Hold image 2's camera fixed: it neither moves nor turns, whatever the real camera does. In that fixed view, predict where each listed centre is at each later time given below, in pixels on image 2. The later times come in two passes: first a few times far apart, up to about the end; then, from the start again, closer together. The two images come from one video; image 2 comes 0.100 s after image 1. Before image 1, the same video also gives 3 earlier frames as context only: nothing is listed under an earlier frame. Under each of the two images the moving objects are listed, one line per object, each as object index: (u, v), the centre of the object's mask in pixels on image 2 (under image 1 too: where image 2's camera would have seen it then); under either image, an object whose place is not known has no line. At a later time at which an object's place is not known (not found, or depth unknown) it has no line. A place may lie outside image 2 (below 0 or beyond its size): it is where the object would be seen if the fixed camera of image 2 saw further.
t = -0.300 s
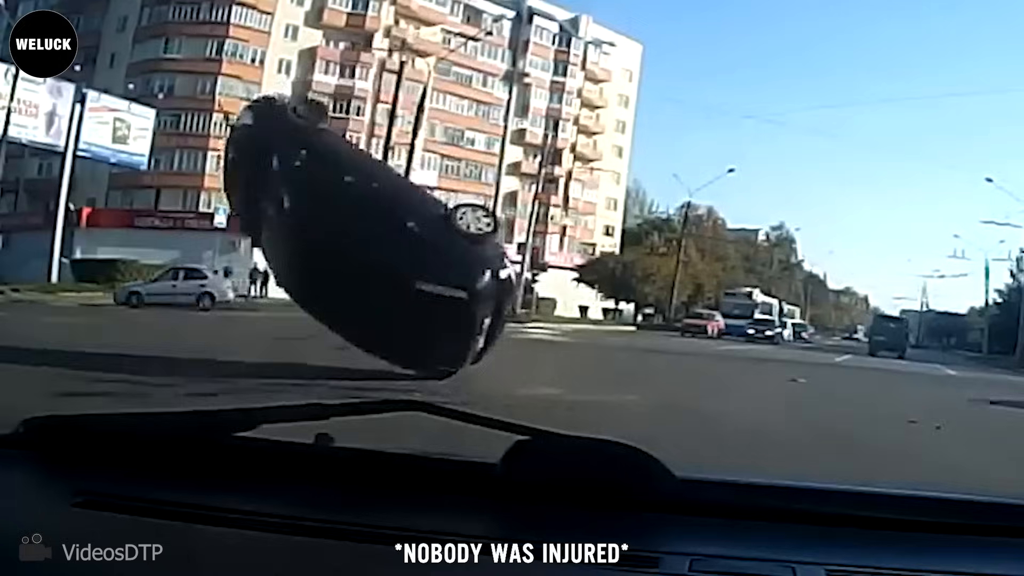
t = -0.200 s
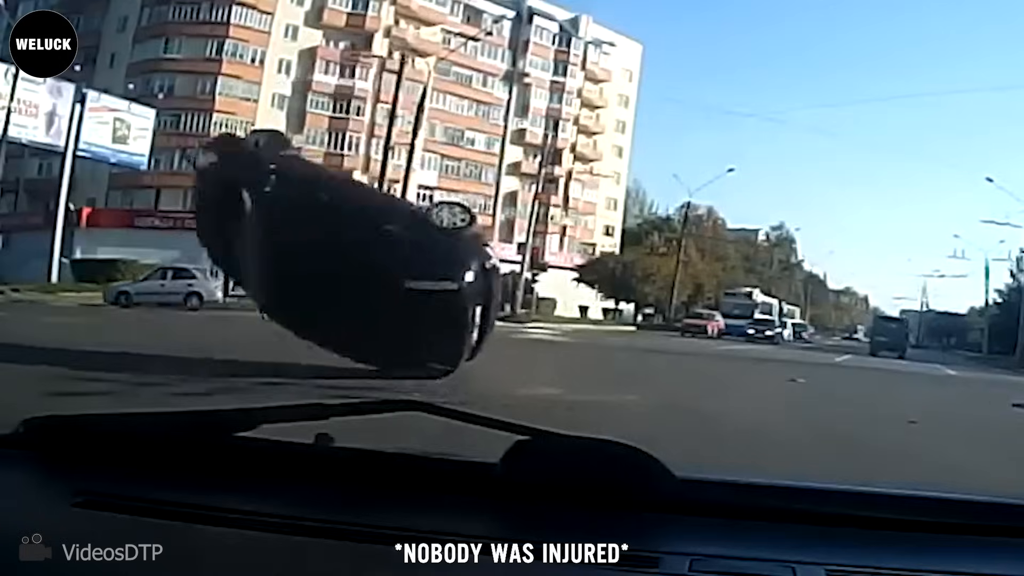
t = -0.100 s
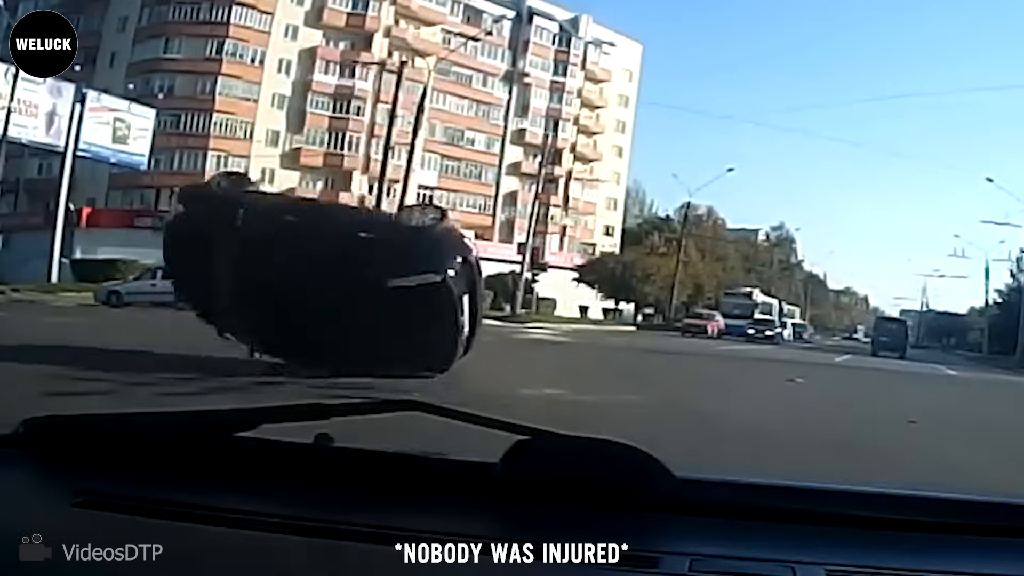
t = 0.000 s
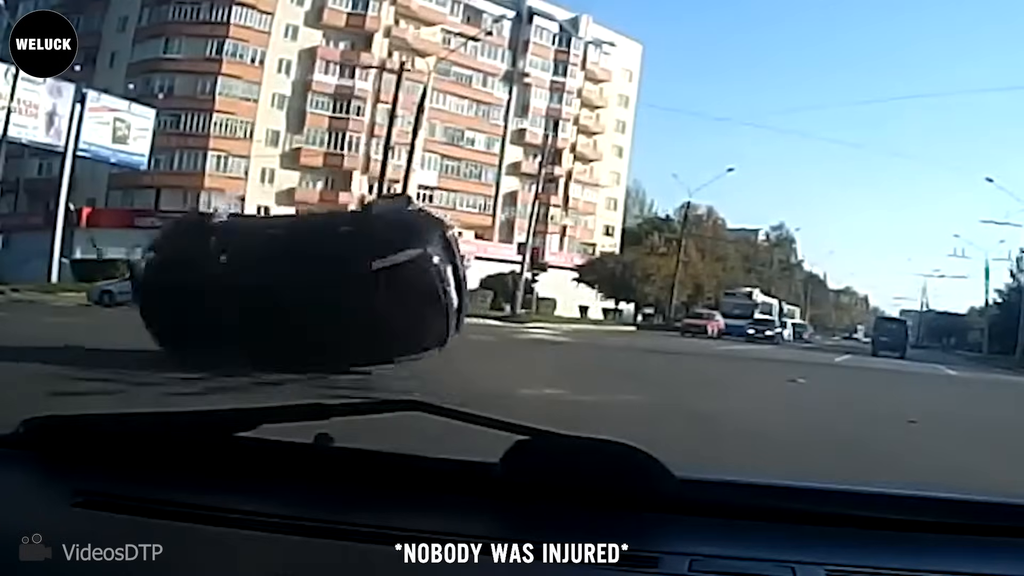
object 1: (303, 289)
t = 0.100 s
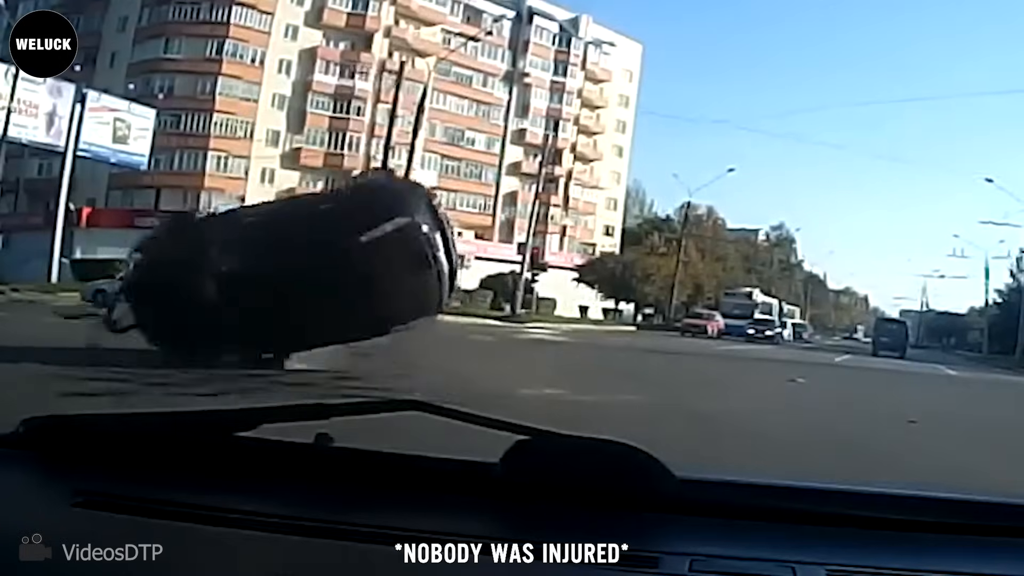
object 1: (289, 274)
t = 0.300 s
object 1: (271, 257)
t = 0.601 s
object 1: (247, 274)
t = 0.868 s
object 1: (235, 289)
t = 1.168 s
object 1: (227, 294)
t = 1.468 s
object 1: (225, 294)
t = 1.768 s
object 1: (224, 294)
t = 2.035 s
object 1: (226, 294)
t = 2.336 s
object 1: (226, 294)
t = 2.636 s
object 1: (226, 294)
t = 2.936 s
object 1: (226, 294)
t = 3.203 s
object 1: (226, 294)
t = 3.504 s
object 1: (227, 294)
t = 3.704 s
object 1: (228, 294)
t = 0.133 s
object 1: (285, 269)
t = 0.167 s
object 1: (282, 266)
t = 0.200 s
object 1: (277, 264)
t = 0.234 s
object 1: (274, 261)
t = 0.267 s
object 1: (271, 259)
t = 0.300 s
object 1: (271, 257)
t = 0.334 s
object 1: (266, 258)
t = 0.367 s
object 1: (262, 259)
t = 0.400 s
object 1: (260, 258)
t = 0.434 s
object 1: (258, 259)
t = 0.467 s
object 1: (254, 261)
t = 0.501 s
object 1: (252, 263)
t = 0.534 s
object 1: (249, 266)
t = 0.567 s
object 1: (248, 269)
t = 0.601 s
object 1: (247, 274)
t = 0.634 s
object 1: (245, 279)
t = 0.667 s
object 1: (243, 283)
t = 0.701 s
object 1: (241, 285)
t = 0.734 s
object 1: (240, 287)
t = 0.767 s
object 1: (240, 287)
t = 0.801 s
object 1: (239, 288)
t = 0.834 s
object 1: (238, 288)
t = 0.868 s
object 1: (235, 289)
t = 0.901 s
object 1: (233, 291)
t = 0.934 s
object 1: (231, 293)
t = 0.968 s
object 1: (230, 294)
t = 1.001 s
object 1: (229, 294)
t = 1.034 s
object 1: (228, 294)
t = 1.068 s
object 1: (228, 293)
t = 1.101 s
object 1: (227, 294)
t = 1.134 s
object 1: (227, 294)
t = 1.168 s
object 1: (227, 294)
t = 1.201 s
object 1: (226, 294)
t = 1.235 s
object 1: (226, 294)
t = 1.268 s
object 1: (227, 294)
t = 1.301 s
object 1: (226, 294)
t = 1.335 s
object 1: (226, 294)
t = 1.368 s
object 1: (225, 294)
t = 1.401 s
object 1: (225, 294)
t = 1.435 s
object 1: (225, 294)
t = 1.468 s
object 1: (225, 294)
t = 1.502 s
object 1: (225, 294)
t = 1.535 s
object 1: (225, 294)
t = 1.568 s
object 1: (224, 294)
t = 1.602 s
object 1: (223, 294)
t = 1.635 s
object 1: (224, 294)
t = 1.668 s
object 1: (224, 294)
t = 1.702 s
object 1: (224, 293)
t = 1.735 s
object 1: (224, 294)
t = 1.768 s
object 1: (224, 294)
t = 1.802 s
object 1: (225, 294)
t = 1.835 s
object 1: (226, 294)
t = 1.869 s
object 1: (227, 295)
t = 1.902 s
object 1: (227, 294)
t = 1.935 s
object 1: (226, 294)
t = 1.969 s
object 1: (226, 294)
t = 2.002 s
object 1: (227, 294)
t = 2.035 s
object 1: (226, 294)
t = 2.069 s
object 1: (227, 294)
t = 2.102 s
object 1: (226, 294)
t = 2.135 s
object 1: (226, 294)
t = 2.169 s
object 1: (226, 294)
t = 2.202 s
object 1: (226, 294)
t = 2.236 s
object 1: (226, 294)
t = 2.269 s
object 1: (226, 294)
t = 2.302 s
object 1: (226, 294)
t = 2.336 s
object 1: (226, 294)
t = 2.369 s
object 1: (227, 294)
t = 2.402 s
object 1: (226, 294)
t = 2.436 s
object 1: (226, 294)
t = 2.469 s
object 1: (226, 294)
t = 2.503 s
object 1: (226, 294)
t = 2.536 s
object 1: (226, 294)
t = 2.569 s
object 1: (226, 294)
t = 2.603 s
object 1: (226, 294)
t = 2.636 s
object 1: (226, 294)
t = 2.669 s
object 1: (226, 294)
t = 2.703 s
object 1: (226, 294)
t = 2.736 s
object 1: (227, 294)
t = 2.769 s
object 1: (226, 294)
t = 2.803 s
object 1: (226, 294)
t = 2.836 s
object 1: (226, 294)
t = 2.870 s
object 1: (226, 294)
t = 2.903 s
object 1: (226, 294)
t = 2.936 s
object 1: (226, 294)
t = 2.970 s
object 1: (226, 294)
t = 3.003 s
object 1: (226, 294)
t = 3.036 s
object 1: (227, 294)
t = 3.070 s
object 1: (226, 294)
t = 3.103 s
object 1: (227, 294)
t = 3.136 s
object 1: (227, 294)
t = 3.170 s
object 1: (226, 294)
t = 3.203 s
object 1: (226, 294)
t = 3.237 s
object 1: (226, 294)
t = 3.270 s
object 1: (226, 294)
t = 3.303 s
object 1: (226, 294)
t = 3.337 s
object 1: (226, 294)
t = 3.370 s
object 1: (226, 294)
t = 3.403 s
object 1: (226, 294)
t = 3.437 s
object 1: (227, 294)
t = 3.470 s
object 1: (227, 294)
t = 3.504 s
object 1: (227, 294)
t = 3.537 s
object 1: (227, 294)
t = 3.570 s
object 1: (227, 294)
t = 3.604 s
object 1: (227, 294)
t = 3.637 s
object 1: (227, 294)
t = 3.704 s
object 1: (228, 294)
